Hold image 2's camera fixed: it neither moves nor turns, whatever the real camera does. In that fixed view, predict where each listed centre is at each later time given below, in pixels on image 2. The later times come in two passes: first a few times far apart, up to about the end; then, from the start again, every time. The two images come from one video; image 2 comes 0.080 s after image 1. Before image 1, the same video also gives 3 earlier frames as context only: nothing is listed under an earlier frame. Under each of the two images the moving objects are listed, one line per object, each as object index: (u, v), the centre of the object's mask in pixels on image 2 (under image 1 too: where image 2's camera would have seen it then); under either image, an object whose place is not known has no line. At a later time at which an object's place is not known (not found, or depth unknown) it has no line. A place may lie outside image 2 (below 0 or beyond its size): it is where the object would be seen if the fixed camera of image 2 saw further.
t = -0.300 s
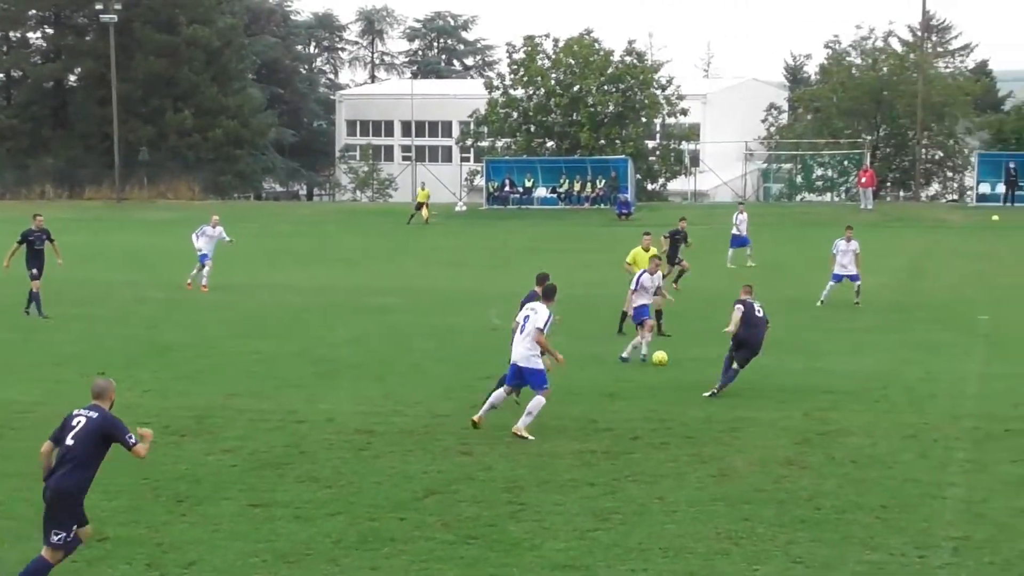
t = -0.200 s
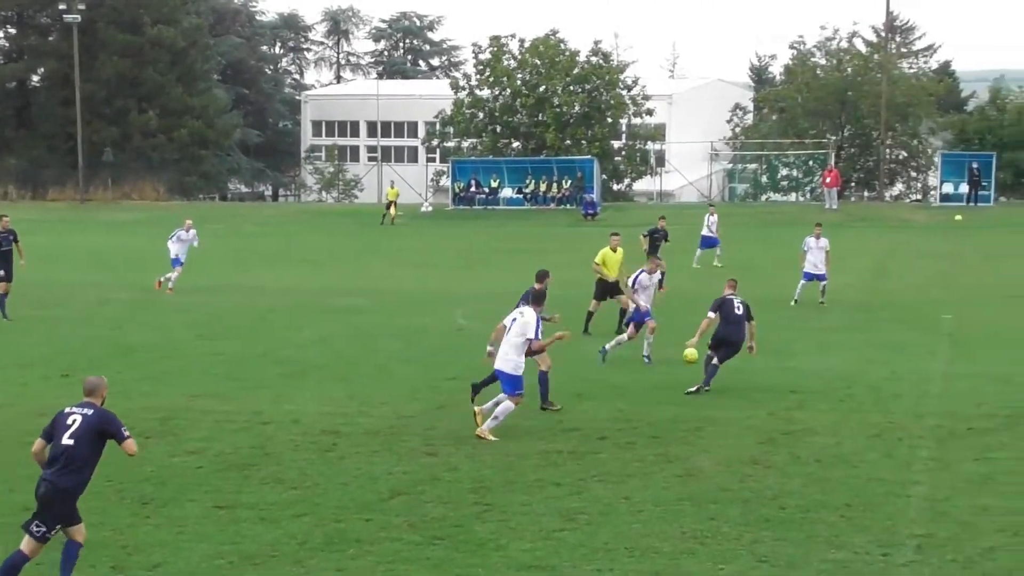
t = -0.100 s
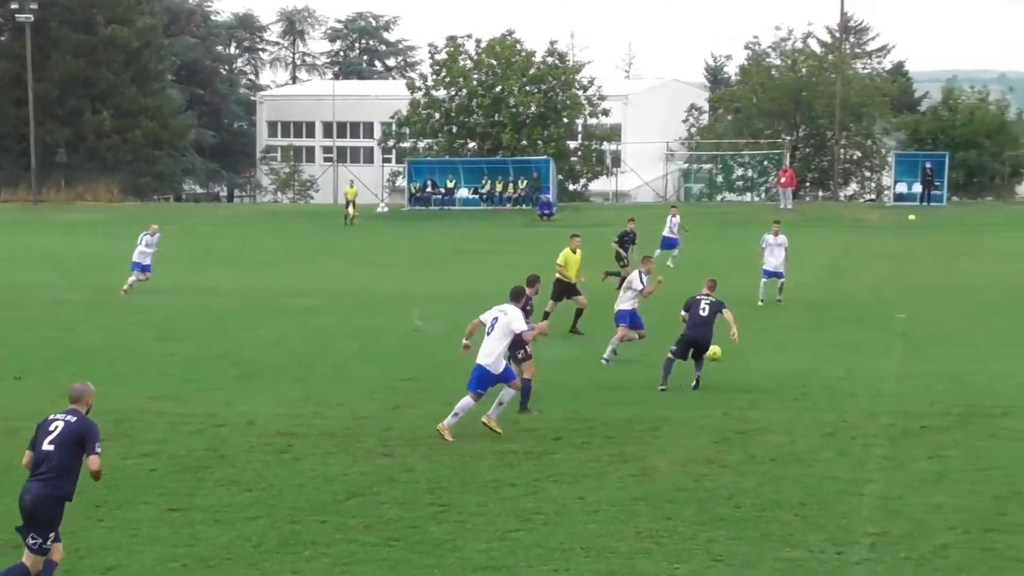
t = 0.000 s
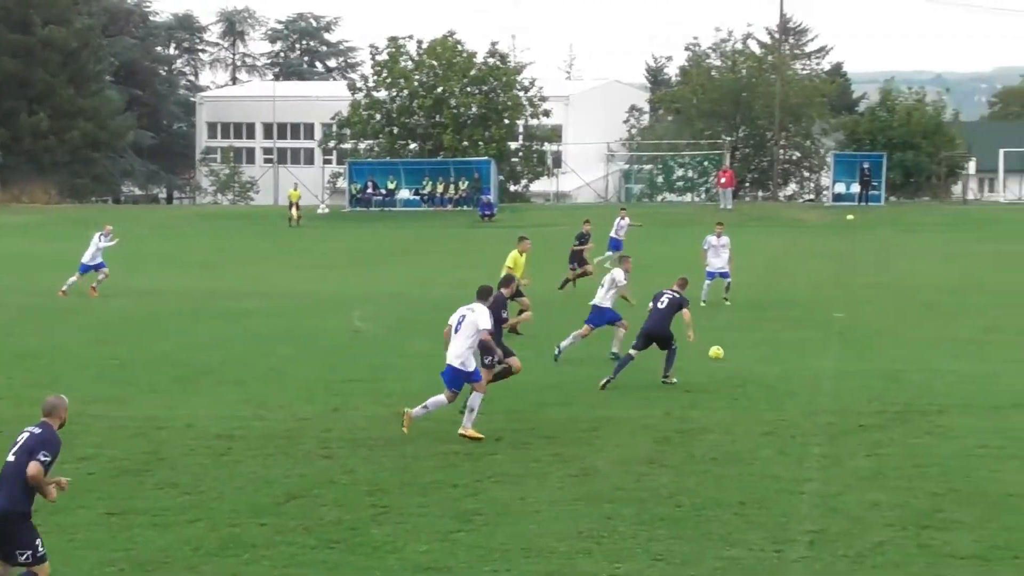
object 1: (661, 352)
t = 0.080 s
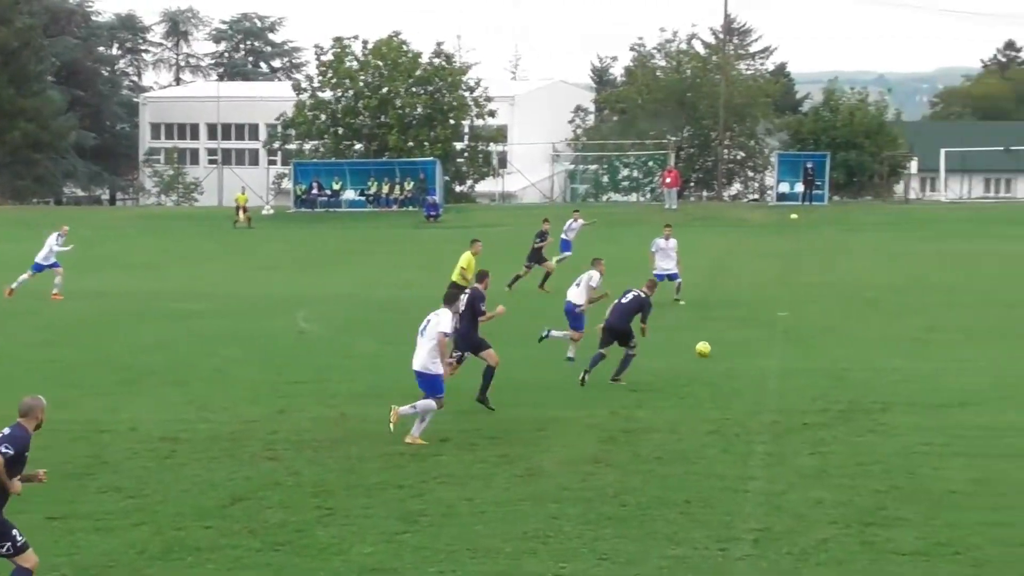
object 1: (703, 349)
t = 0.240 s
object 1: (778, 346)
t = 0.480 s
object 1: (863, 341)
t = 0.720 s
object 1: (940, 339)
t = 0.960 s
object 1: (1006, 335)
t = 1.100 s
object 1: (1041, 333)
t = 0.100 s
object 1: (713, 349)
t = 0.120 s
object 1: (724, 348)
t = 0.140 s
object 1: (734, 348)
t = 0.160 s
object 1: (743, 348)
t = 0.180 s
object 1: (752, 348)
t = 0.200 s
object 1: (761, 348)
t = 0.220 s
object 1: (770, 346)
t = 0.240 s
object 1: (778, 346)
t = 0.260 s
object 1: (785, 346)
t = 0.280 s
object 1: (793, 344)
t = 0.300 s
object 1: (800, 344)
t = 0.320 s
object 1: (808, 343)
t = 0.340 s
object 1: (815, 343)
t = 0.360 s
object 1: (822, 343)
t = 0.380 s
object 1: (830, 343)
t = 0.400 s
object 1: (836, 342)
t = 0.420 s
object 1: (843, 342)
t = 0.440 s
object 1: (850, 341)
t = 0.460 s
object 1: (857, 341)
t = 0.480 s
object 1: (863, 341)
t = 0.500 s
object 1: (869, 341)
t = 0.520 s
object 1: (876, 341)
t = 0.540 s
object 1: (883, 341)
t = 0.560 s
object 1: (889, 341)
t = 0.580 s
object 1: (896, 340)
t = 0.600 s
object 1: (903, 340)
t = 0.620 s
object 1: (909, 340)
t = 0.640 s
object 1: (915, 339)
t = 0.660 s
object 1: (922, 339)
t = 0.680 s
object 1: (928, 339)
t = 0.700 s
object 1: (934, 339)
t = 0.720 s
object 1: (940, 339)
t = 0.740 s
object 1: (947, 338)
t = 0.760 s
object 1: (953, 338)
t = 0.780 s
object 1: (958, 337)
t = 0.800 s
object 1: (964, 337)
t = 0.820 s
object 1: (969, 338)
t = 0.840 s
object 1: (975, 338)
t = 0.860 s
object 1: (981, 338)
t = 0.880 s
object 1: (986, 337)
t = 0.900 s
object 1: (991, 336)
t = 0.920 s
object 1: (996, 336)
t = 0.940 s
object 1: (1001, 335)
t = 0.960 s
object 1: (1006, 335)
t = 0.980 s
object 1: (1012, 334)
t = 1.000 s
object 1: (1016, 334)
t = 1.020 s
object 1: (1021, 334)
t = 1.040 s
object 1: (1026, 334)
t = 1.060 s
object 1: (1031, 334)
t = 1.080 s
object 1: (1036, 333)
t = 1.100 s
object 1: (1041, 333)
